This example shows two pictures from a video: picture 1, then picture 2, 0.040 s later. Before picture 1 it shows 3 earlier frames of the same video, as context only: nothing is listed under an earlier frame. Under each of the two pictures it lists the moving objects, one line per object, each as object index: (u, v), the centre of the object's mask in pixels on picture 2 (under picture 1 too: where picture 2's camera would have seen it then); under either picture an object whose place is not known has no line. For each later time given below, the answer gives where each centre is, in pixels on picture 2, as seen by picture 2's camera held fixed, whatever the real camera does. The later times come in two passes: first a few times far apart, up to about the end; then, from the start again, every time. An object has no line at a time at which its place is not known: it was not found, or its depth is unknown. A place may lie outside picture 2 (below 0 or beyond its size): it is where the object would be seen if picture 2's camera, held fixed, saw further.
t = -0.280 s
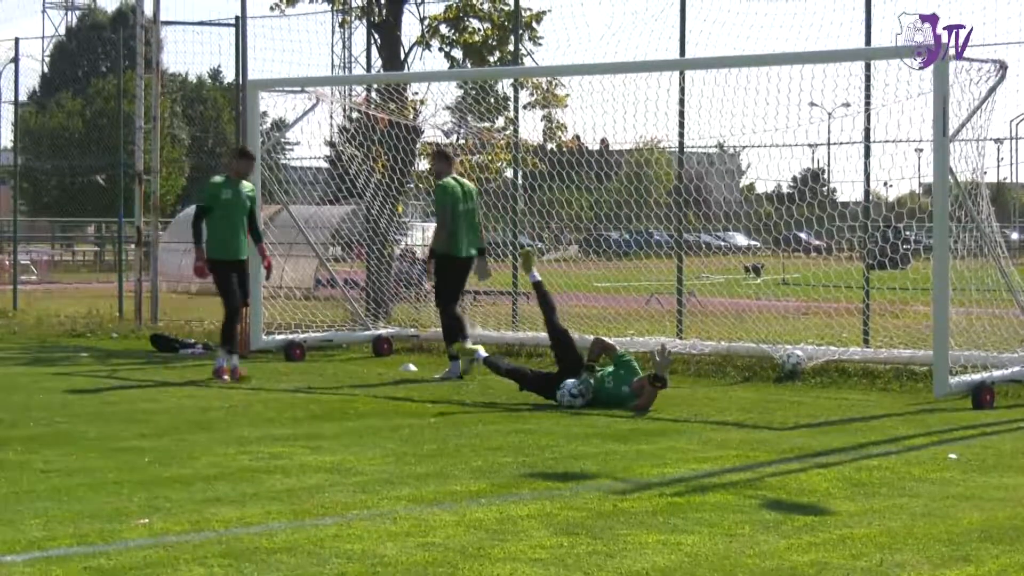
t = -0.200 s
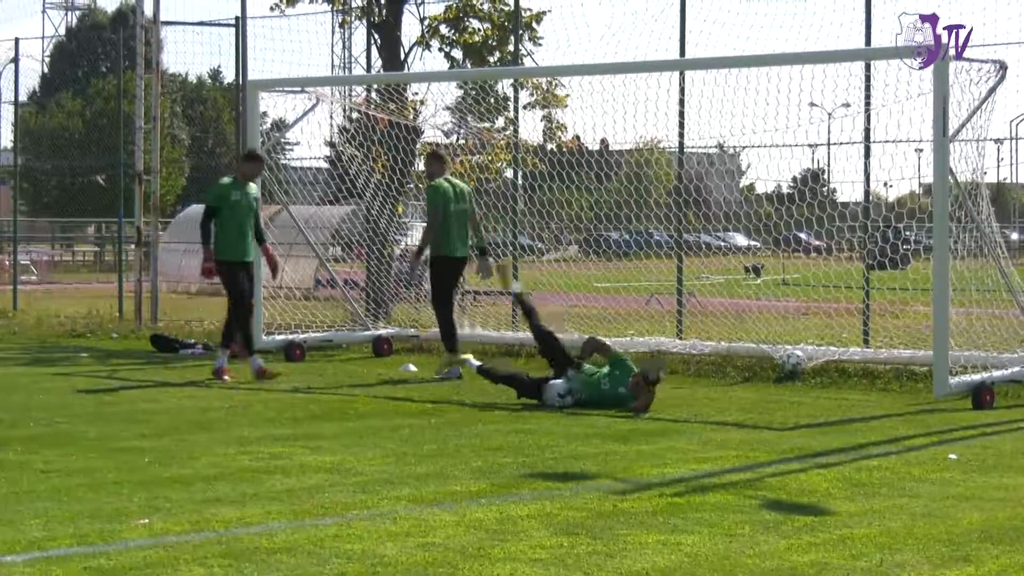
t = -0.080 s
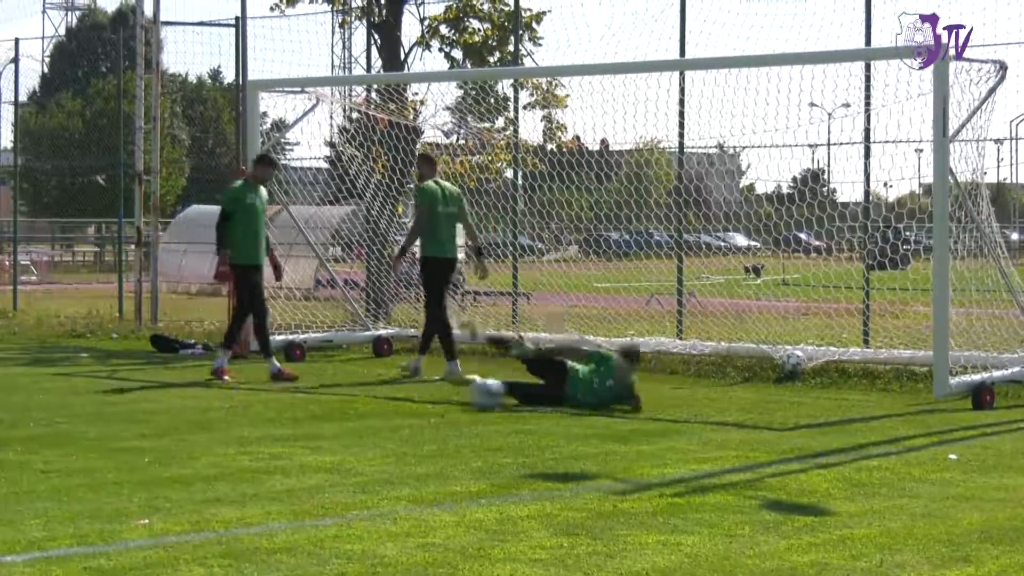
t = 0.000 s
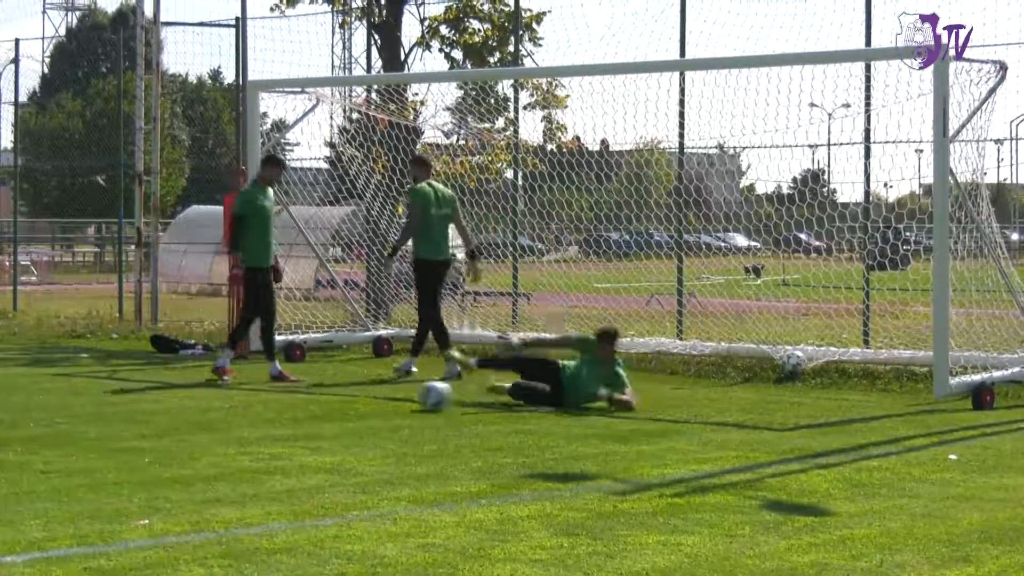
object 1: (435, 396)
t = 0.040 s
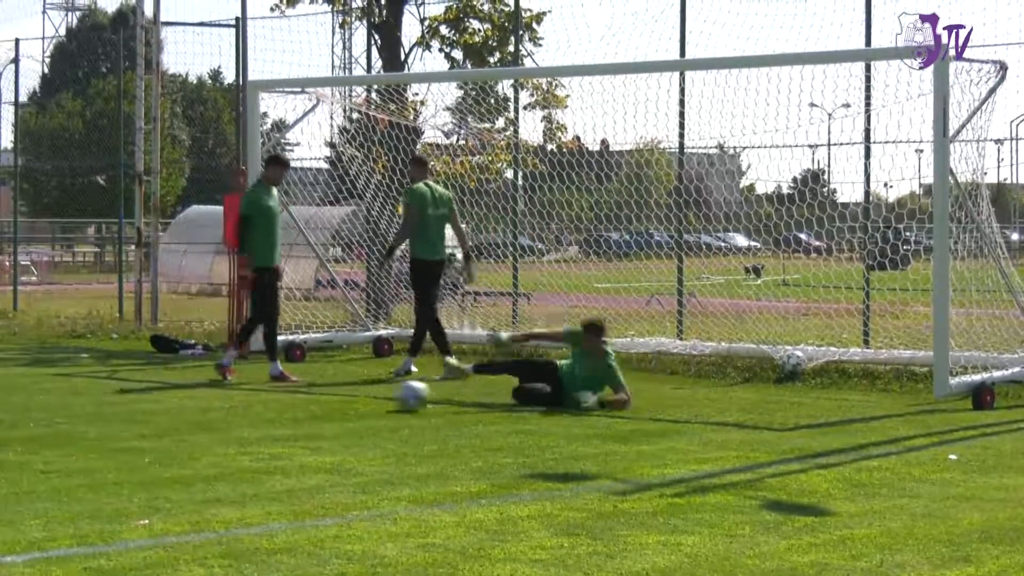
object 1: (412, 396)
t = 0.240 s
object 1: (307, 399)
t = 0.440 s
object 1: (209, 402)
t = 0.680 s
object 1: (94, 406)
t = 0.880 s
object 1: (9, 407)
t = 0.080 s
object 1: (389, 395)
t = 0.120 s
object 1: (369, 397)
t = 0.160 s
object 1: (349, 397)
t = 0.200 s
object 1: (328, 397)
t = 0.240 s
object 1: (307, 399)
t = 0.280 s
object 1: (287, 398)
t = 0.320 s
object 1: (269, 399)
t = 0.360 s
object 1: (247, 400)
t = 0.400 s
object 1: (228, 400)
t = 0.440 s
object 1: (209, 402)
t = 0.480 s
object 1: (188, 402)
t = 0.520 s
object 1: (169, 402)
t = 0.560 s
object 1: (151, 403)
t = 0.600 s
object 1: (132, 404)
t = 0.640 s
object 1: (113, 406)
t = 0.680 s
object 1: (94, 406)
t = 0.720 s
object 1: (76, 406)
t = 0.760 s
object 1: (57, 405)
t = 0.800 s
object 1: (39, 406)
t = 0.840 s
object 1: (21, 408)
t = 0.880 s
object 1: (9, 407)
